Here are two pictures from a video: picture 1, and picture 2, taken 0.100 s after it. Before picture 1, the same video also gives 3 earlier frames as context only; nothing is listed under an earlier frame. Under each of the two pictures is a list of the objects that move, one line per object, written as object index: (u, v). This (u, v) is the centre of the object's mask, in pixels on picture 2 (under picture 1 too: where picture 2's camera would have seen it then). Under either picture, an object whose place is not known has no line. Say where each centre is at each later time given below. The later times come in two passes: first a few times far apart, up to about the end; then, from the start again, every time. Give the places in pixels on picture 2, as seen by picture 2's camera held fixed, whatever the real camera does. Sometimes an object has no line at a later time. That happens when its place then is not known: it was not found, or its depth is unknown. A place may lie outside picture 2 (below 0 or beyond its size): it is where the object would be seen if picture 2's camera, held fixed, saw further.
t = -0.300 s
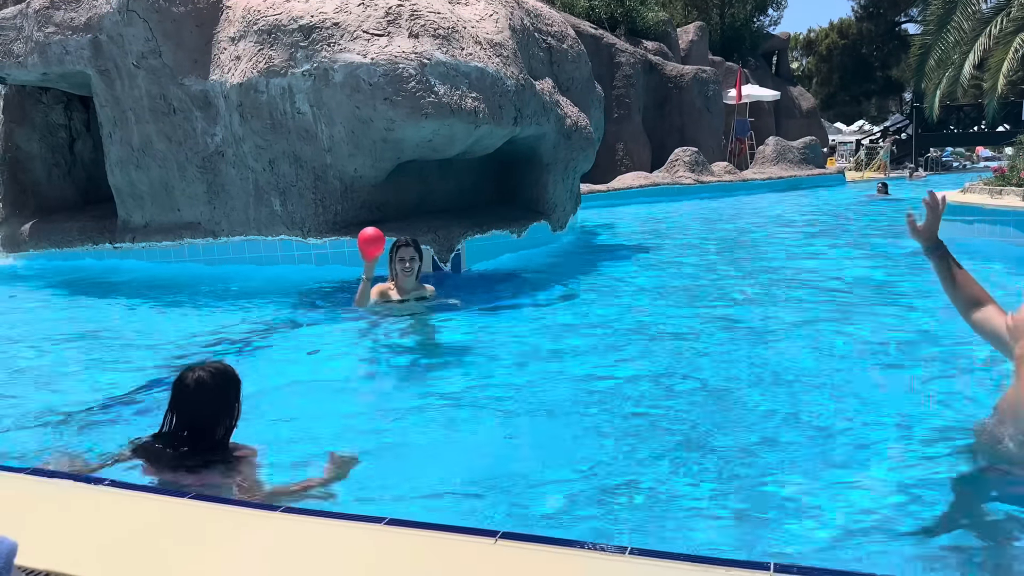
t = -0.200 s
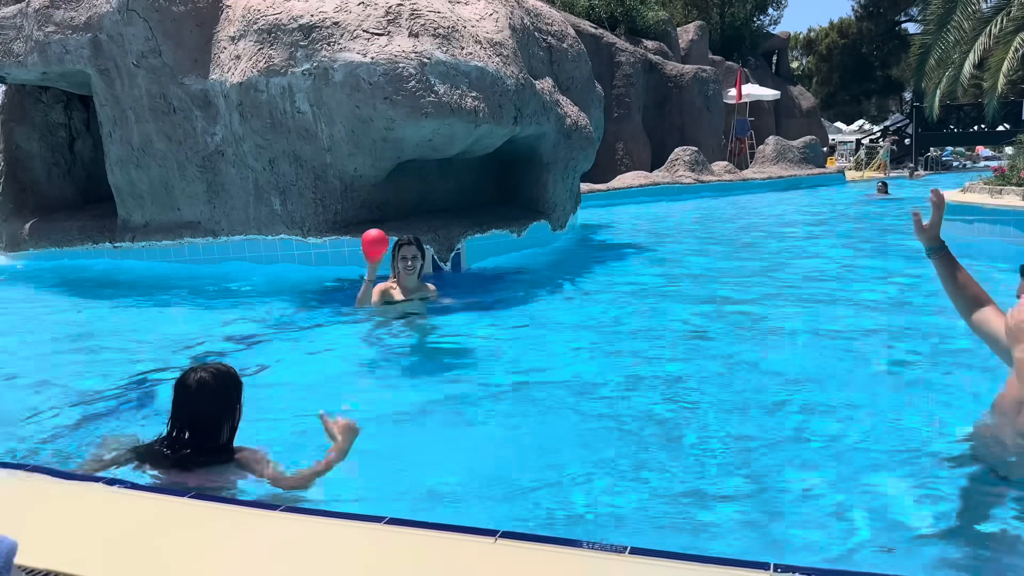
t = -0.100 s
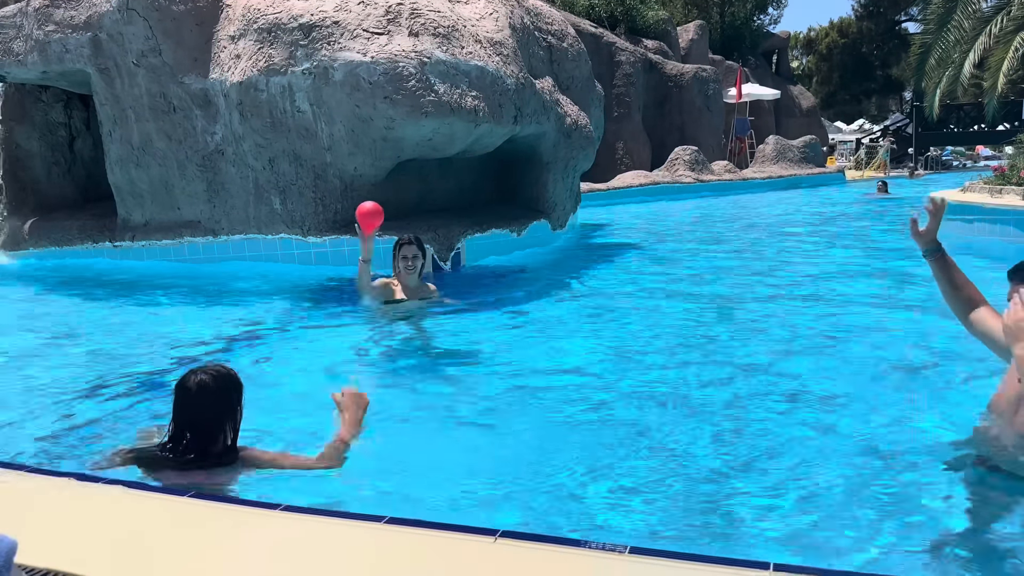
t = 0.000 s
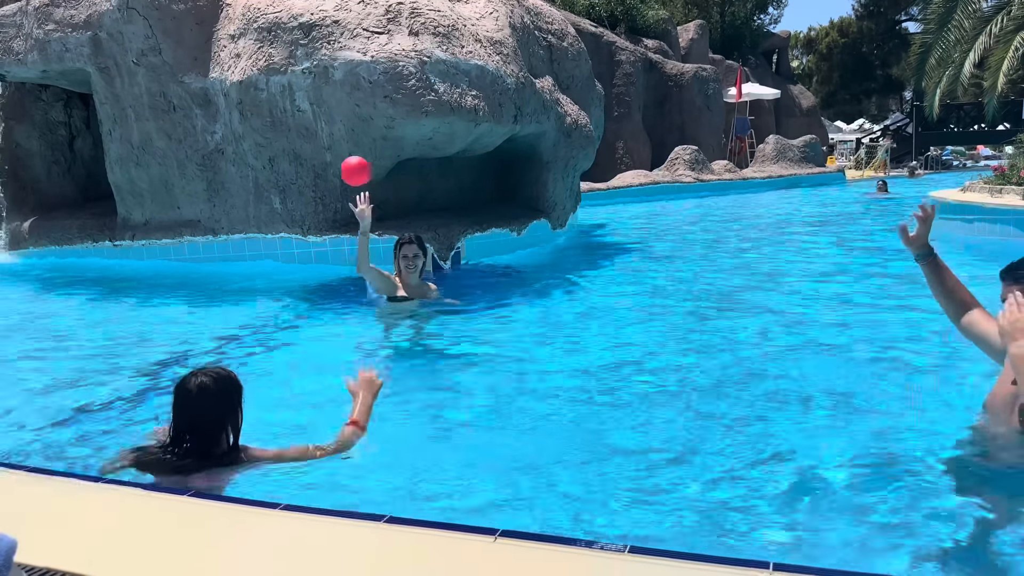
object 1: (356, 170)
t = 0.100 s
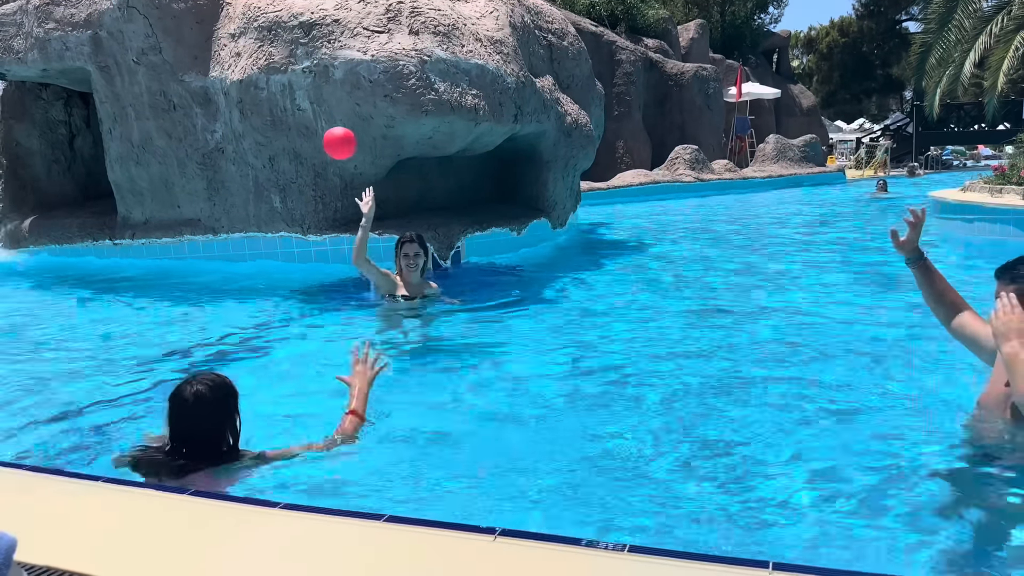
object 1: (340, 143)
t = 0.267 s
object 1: (311, 145)
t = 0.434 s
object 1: (281, 228)
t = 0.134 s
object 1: (334, 138)
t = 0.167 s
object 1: (328, 136)
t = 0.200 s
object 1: (323, 136)
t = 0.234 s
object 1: (317, 139)
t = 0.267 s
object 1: (311, 145)
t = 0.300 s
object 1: (305, 154)
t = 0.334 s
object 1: (299, 167)
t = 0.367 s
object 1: (293, 183)
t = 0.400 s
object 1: (286, 204)
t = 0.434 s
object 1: (281, 228)
